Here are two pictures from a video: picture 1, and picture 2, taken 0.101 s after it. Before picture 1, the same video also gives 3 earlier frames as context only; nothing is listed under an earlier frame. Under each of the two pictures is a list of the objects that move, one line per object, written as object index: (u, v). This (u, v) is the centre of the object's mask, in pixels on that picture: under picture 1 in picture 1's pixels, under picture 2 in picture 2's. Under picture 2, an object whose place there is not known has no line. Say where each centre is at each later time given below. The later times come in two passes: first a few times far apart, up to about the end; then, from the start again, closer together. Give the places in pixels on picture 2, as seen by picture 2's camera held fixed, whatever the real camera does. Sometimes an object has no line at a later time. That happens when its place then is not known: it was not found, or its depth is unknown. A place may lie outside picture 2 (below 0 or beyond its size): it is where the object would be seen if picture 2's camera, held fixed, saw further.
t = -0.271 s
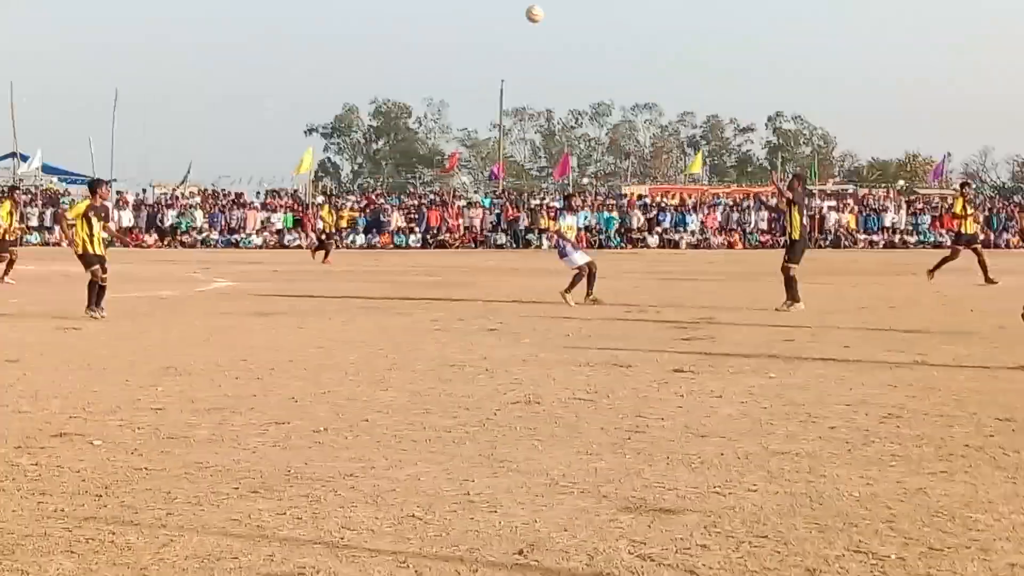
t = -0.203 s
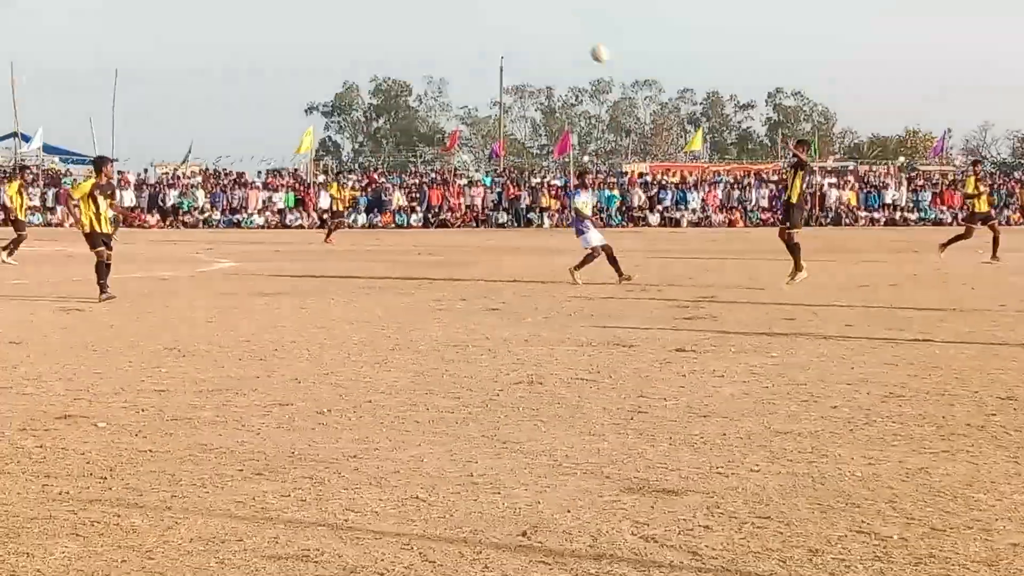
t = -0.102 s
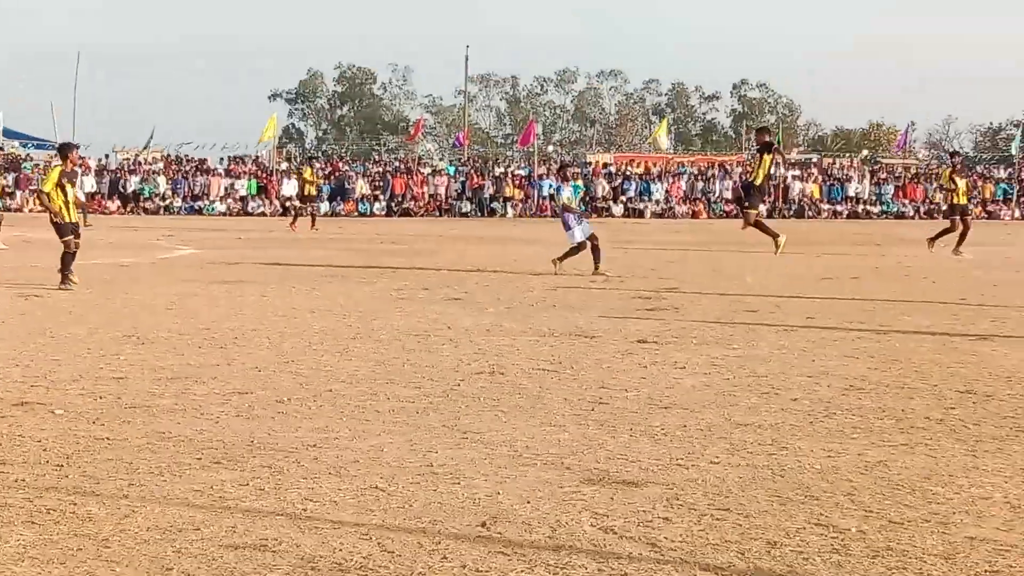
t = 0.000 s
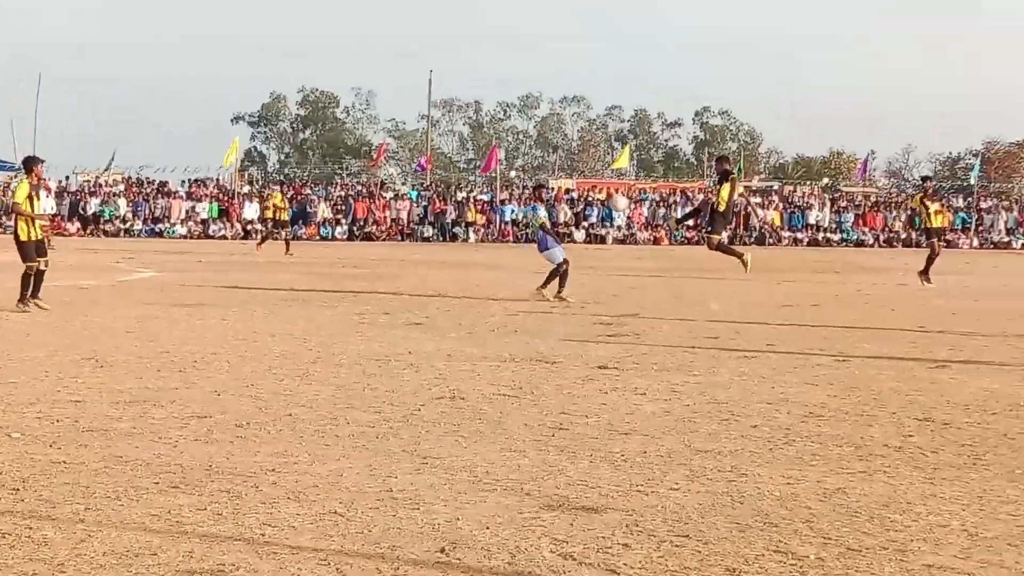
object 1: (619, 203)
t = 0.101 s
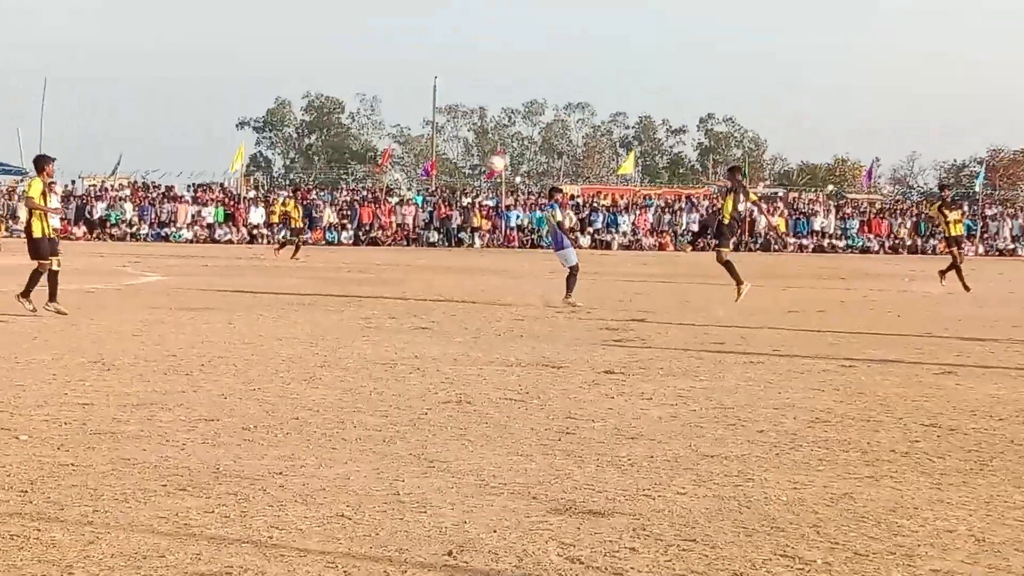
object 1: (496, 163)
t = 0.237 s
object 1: (327, 121)
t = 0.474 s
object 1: (14, 71)
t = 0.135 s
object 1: (453, 153)
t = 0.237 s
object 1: (327, 121)
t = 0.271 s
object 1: (285, 112)
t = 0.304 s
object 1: (240, 104)
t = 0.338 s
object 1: (197, 96)
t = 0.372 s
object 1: (152, 89)
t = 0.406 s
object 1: (106, 83)
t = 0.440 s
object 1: (60, 75)
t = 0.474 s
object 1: (14, 71)
